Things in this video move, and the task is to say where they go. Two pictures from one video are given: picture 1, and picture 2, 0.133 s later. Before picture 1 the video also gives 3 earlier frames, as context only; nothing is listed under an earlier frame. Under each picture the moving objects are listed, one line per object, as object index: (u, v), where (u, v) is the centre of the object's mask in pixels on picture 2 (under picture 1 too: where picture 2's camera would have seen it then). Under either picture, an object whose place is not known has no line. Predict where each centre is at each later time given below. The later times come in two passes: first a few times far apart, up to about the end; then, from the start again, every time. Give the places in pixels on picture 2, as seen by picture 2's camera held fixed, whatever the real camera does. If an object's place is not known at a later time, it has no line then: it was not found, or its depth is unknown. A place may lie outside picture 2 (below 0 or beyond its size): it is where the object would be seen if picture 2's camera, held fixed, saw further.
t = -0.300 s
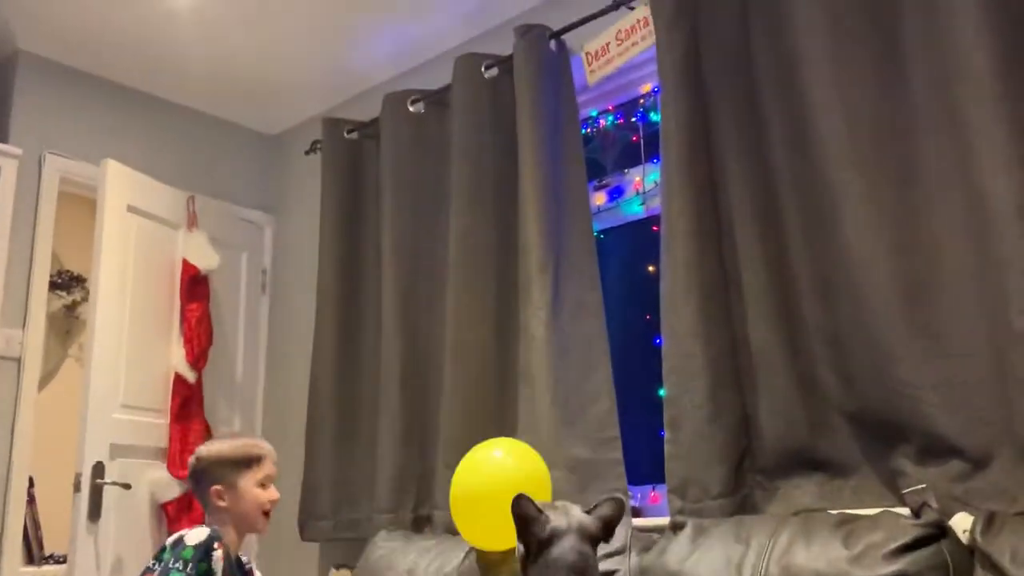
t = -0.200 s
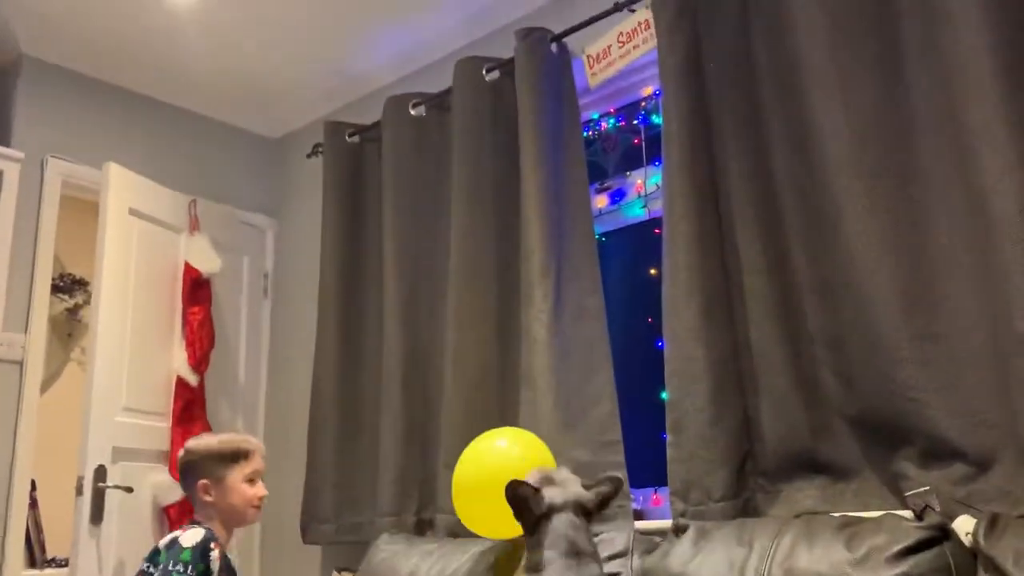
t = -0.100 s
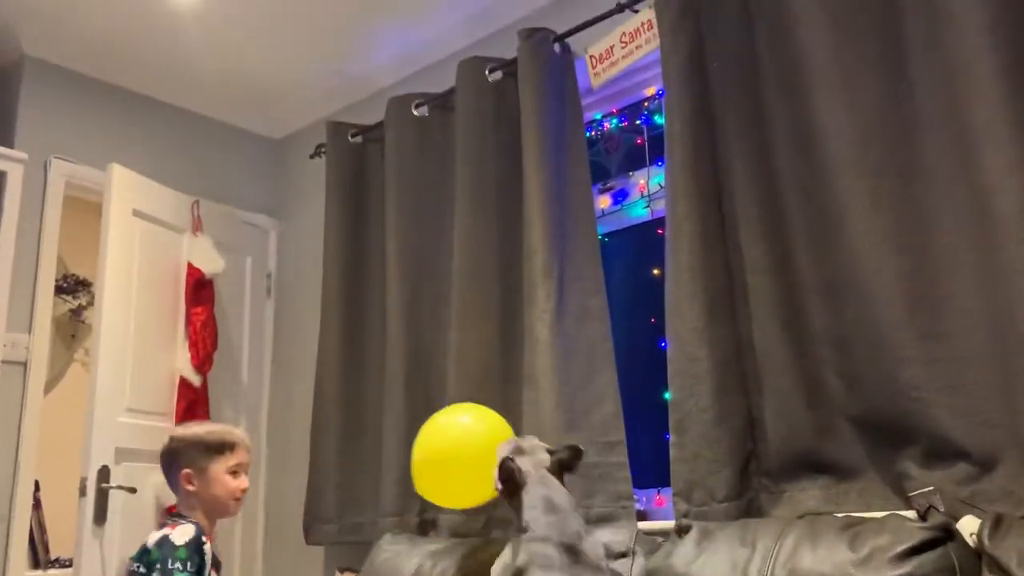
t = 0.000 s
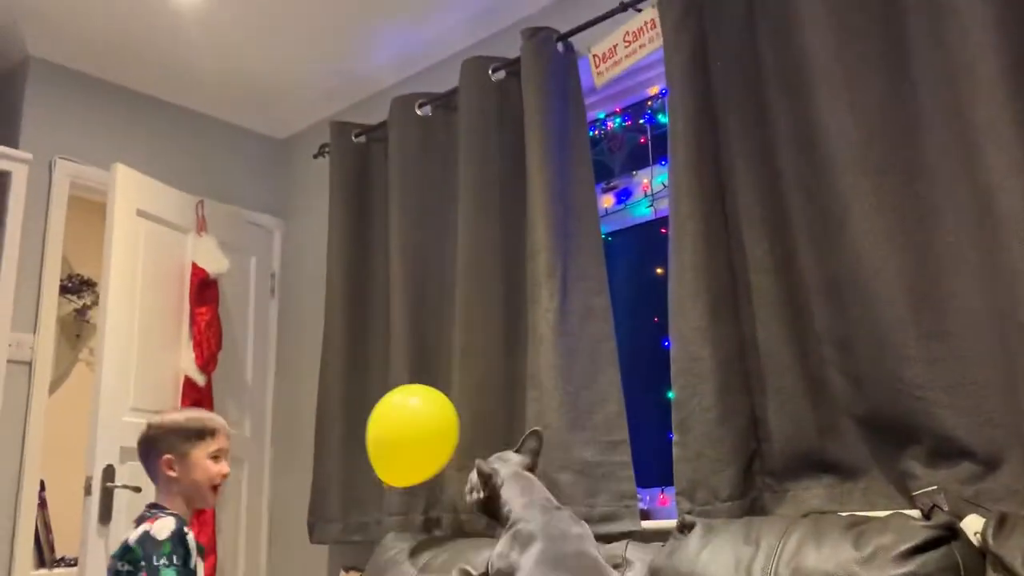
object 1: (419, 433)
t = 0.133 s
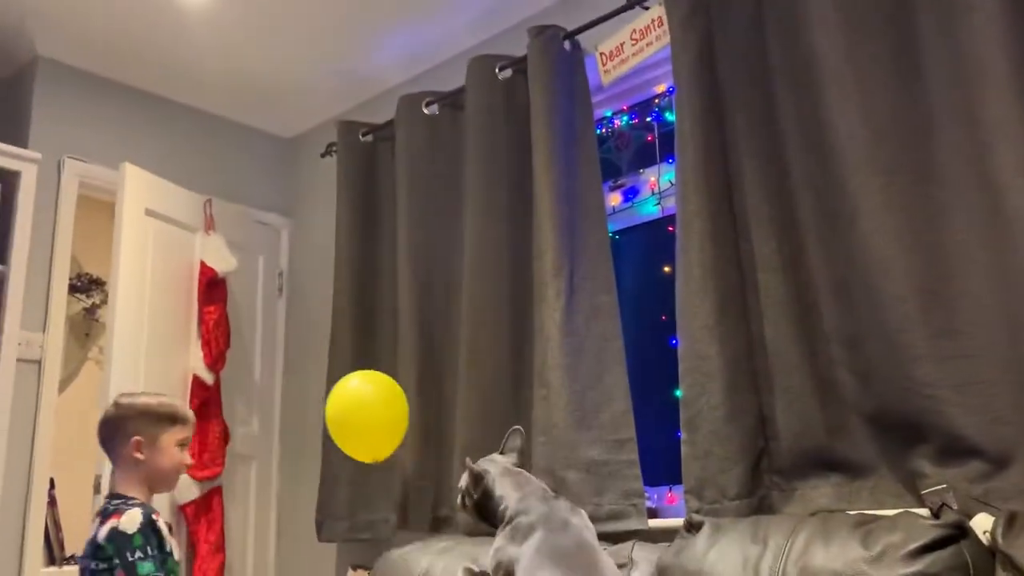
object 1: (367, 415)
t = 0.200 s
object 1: (348, 411)
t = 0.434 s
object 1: (298, 416)
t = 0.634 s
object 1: (270, 449)
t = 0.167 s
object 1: (357, 413)
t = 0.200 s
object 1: (348, 411)
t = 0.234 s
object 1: (339, 410)
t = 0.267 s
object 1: (331, 409)
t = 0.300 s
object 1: (324, 409)
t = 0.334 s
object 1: (317, 410)
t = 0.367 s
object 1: (311, 411)
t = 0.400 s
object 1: (304, 413)
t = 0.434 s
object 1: (298, 416)
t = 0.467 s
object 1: (293, 420)
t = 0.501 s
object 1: (287, 424)
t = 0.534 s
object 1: (283, 429)
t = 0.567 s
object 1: (278, 435)
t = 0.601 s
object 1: (274, 442)
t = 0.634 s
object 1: (270, 449)
